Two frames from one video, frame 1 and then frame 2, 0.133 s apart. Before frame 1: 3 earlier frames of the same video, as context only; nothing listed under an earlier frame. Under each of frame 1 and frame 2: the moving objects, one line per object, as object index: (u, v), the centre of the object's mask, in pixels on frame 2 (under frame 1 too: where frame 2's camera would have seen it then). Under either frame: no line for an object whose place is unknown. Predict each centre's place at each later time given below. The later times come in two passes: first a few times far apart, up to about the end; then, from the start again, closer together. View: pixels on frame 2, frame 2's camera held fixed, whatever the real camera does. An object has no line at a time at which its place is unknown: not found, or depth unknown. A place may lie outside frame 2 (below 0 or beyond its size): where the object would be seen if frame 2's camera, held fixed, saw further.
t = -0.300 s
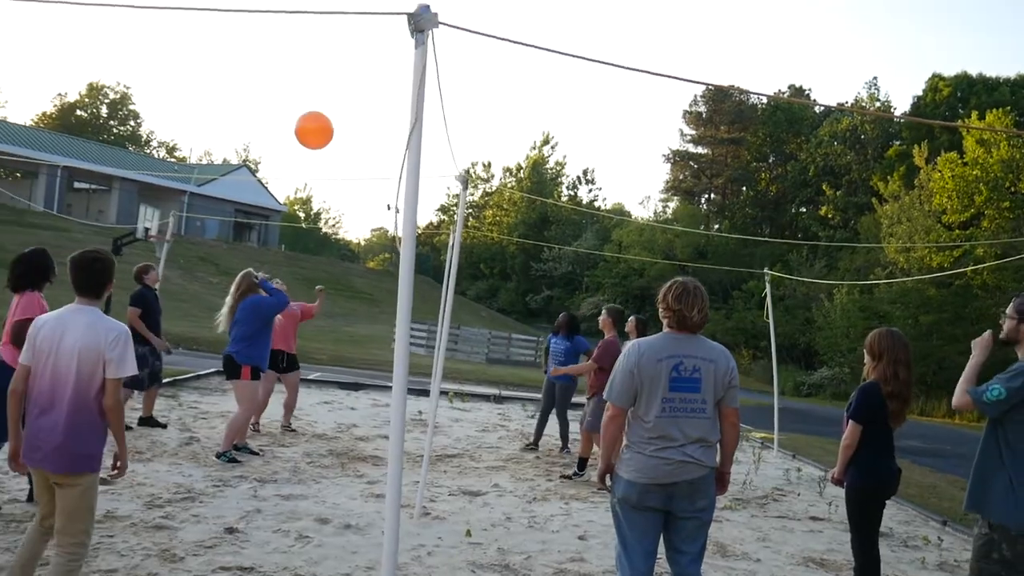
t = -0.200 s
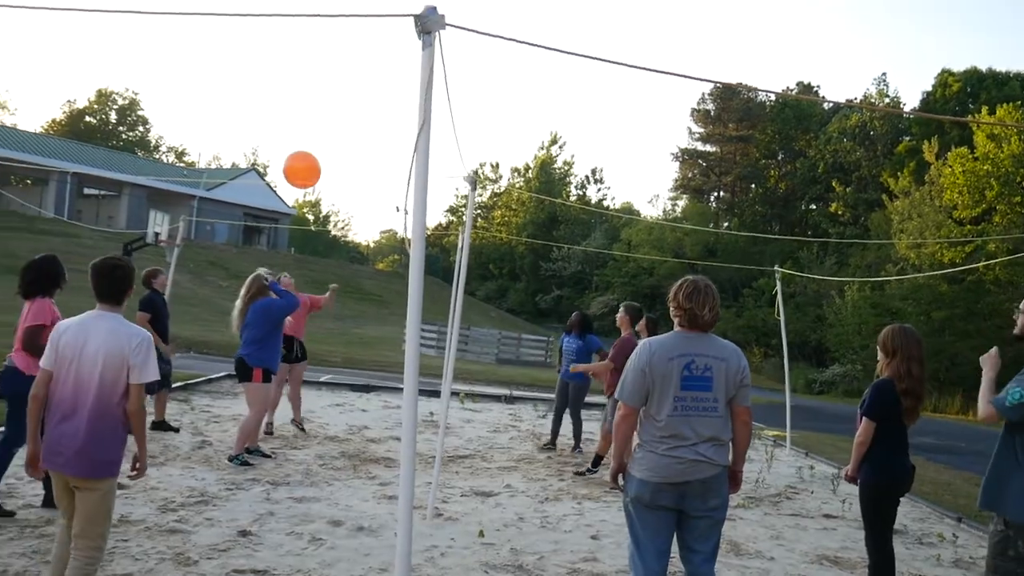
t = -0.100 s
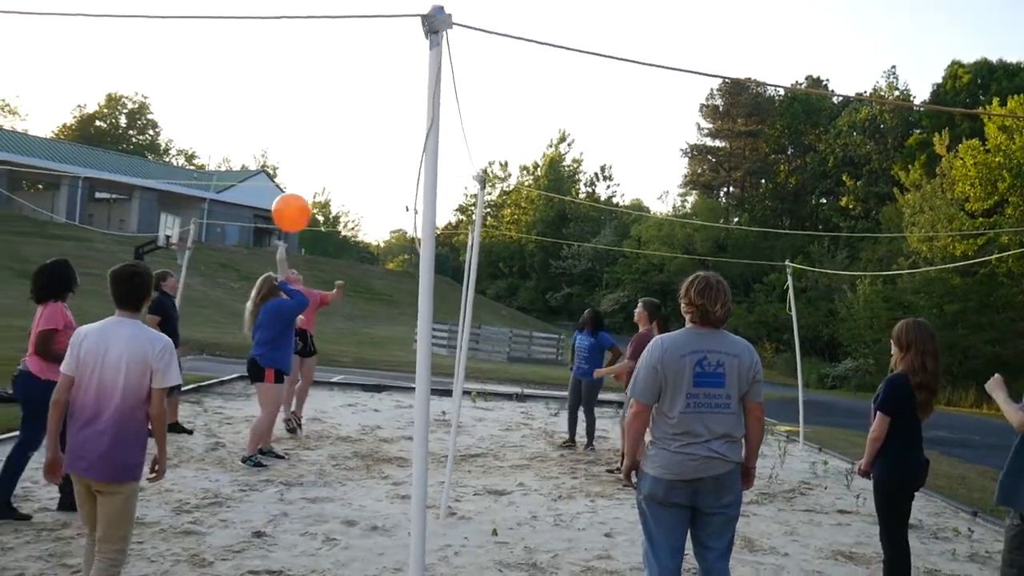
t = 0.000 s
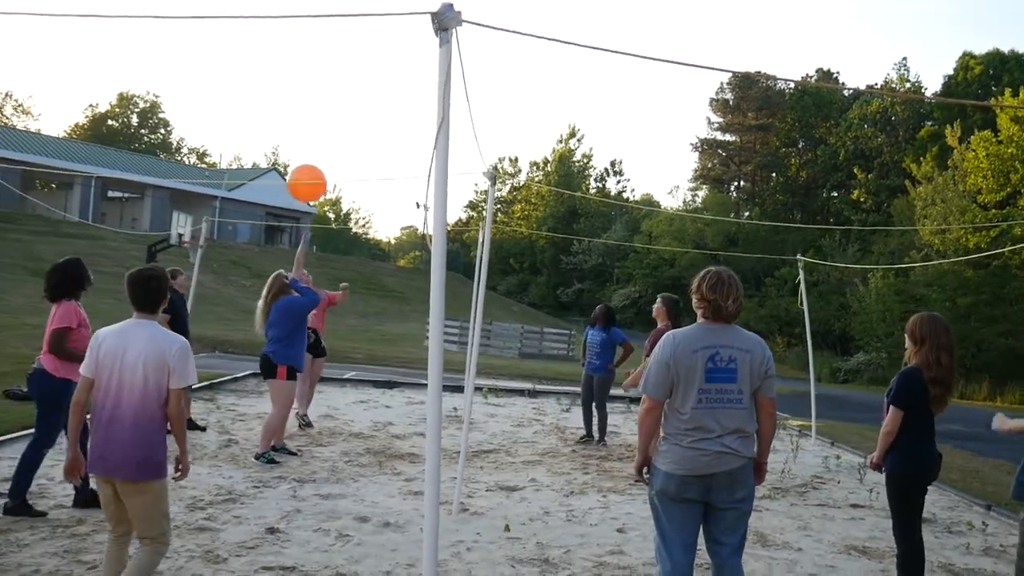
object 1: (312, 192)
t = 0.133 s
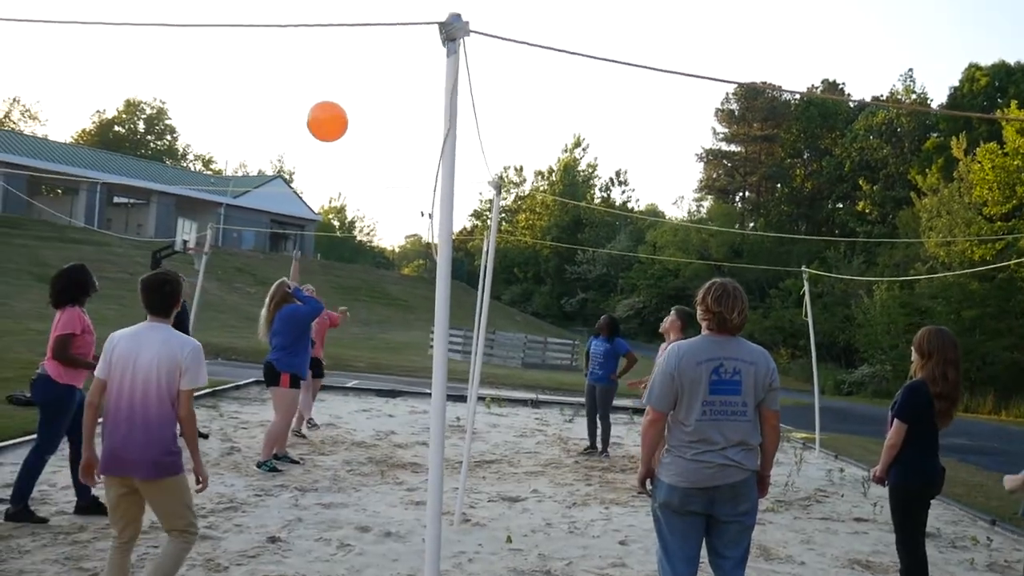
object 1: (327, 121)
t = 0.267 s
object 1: (344, 61)
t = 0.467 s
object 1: (382, 0)
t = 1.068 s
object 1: (486, 54)
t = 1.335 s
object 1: (514, 196)
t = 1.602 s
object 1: (540, 320)
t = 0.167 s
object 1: (331, 105)
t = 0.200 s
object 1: (335, 89)
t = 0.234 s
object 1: (339, 75)
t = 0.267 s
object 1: (344, 61)
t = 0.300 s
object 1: (349, 48)
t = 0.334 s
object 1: (354, 36)
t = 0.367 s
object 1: (361, 24)
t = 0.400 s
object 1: (368, 14)
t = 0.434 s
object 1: (375, 6)
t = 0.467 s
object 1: (382, 0)
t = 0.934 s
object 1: (468, 3)
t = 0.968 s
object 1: (476, 14)
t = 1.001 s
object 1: (482, 27)
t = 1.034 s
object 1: (485, 40)
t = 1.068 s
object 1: (486, 54)
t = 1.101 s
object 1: (489, 69)
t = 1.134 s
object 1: (494, 84)
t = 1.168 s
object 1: (498, 102)
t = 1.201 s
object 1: (502, 121)
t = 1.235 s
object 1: (504, 141)
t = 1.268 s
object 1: (506, 163)
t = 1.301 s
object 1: (510, 183)
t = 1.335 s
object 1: (514, 196)
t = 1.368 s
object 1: (520, 209)
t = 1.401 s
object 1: (522, 221)
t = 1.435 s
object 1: (524, 234)
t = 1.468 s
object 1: (527, 249)
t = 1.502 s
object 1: (531, 266)
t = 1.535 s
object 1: (535, 283)
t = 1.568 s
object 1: (537, 301)
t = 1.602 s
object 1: (540, 320)
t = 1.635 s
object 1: (542, 340)
